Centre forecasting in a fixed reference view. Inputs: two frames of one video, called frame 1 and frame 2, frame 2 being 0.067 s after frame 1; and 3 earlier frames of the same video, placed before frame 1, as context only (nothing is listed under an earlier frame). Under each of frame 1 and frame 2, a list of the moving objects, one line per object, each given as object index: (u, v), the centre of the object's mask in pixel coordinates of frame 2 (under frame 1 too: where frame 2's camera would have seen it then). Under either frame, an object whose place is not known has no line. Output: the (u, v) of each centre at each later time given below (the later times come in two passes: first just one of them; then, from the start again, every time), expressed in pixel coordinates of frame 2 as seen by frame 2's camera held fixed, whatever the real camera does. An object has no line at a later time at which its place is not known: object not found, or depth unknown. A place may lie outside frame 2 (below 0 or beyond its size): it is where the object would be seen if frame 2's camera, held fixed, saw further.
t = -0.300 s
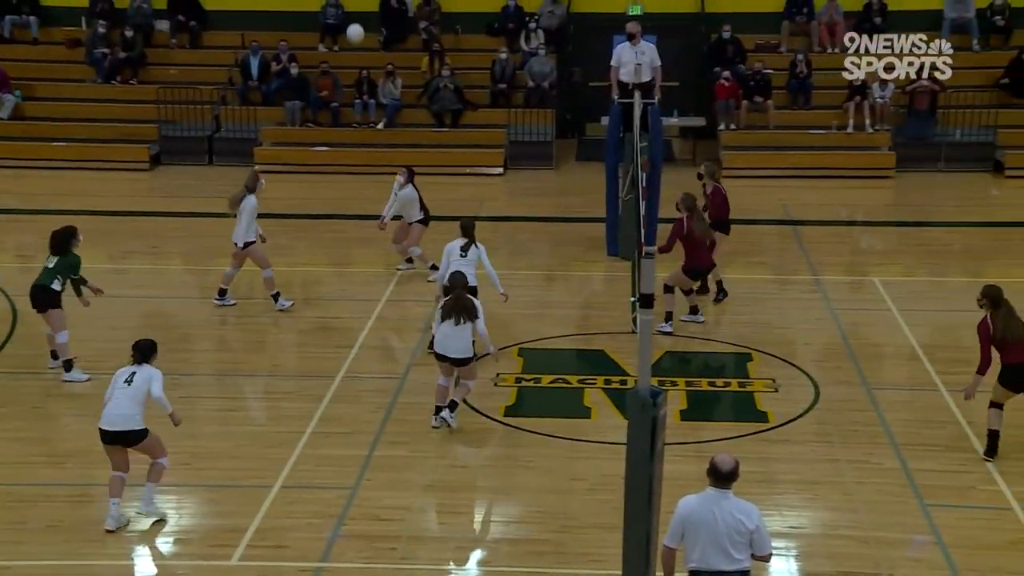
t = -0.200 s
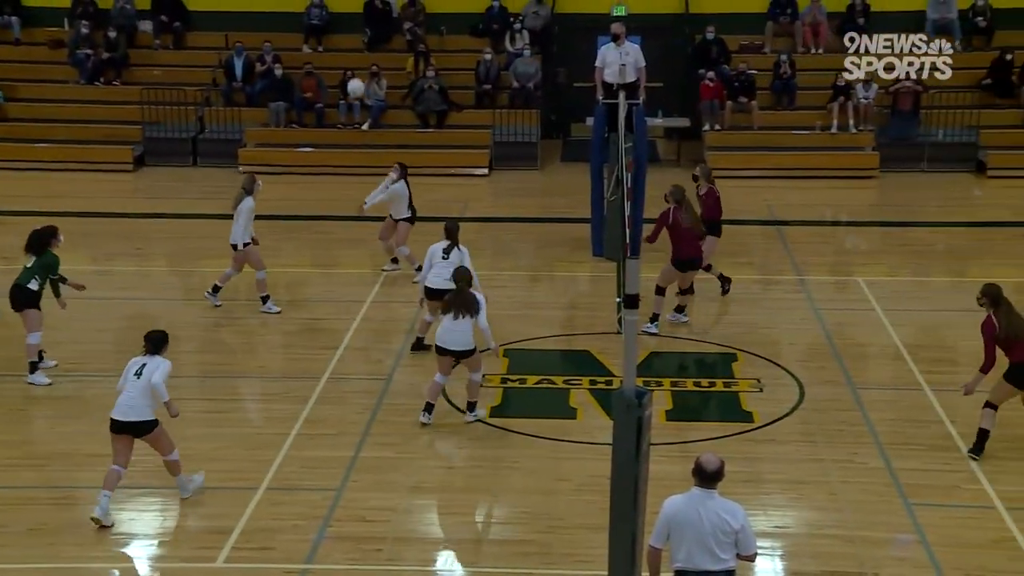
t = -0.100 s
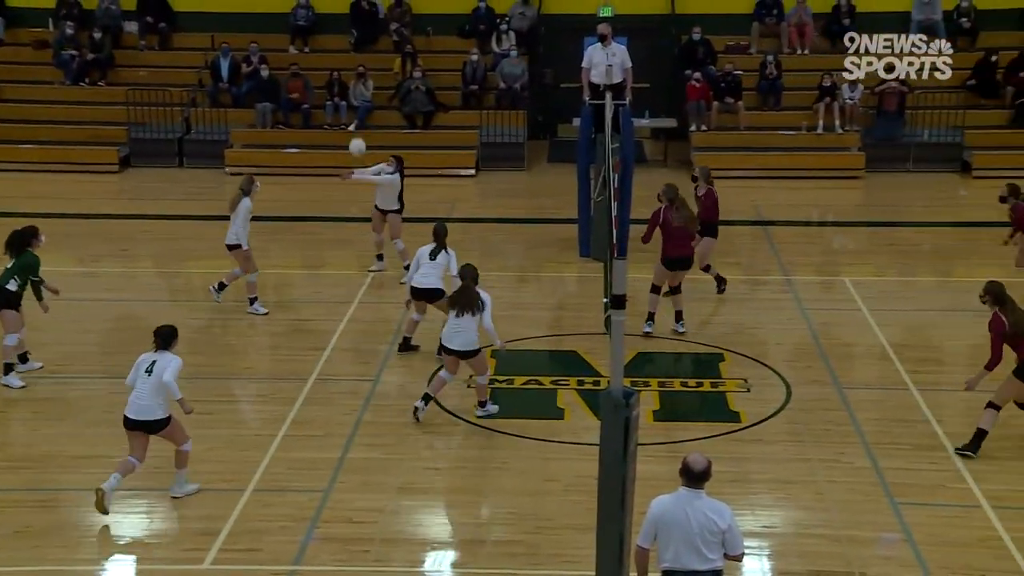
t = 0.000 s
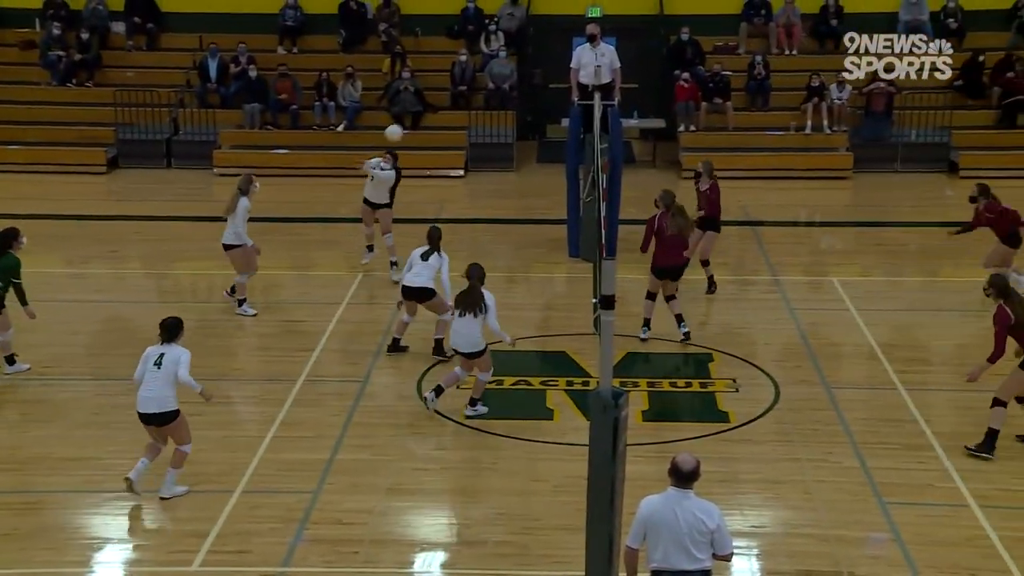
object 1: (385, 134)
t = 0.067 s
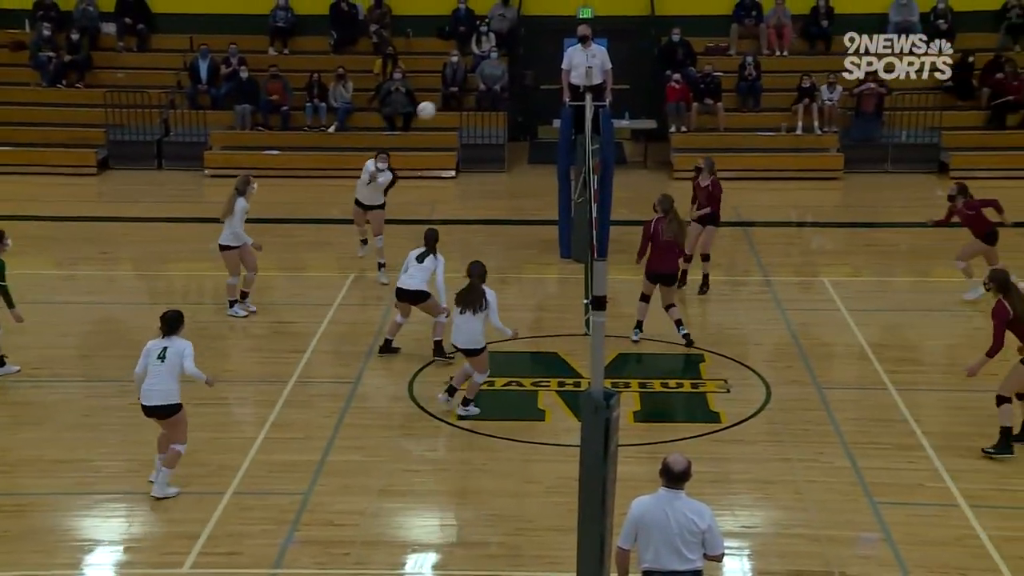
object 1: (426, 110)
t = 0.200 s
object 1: (511, 71)
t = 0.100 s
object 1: (447, 99)
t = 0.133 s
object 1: (468, 89)
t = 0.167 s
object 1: (490, 80)
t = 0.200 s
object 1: (511, 71)
